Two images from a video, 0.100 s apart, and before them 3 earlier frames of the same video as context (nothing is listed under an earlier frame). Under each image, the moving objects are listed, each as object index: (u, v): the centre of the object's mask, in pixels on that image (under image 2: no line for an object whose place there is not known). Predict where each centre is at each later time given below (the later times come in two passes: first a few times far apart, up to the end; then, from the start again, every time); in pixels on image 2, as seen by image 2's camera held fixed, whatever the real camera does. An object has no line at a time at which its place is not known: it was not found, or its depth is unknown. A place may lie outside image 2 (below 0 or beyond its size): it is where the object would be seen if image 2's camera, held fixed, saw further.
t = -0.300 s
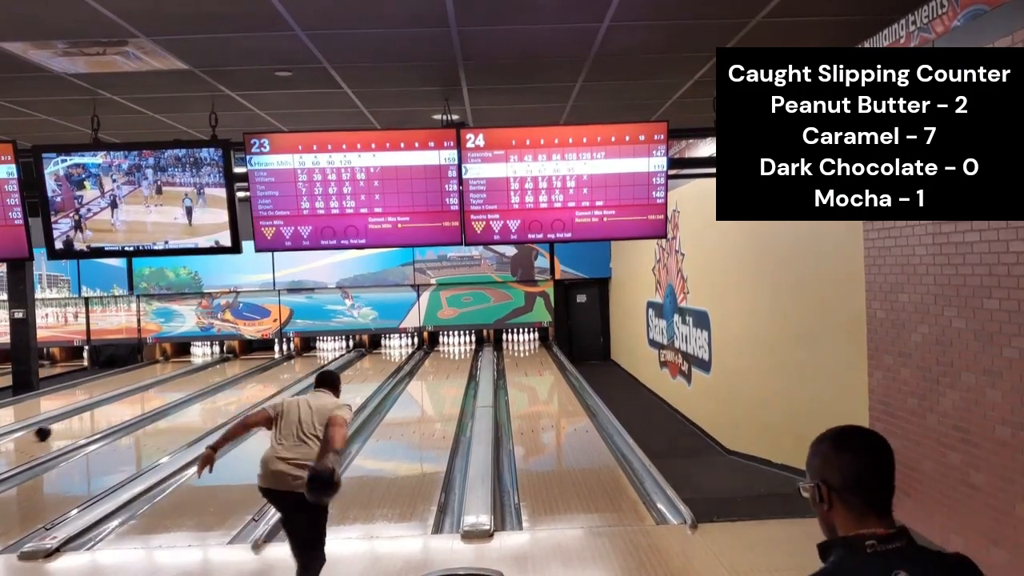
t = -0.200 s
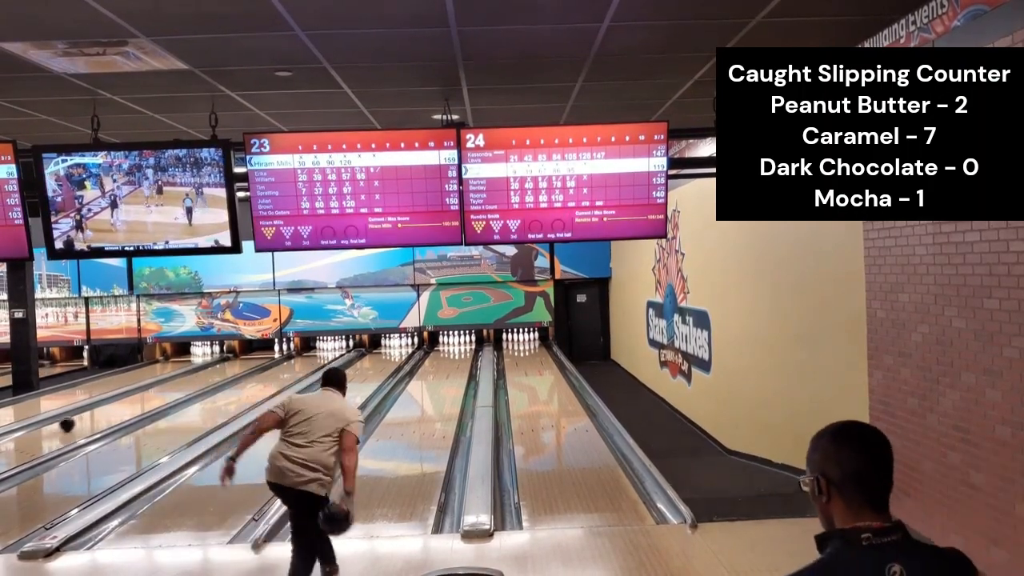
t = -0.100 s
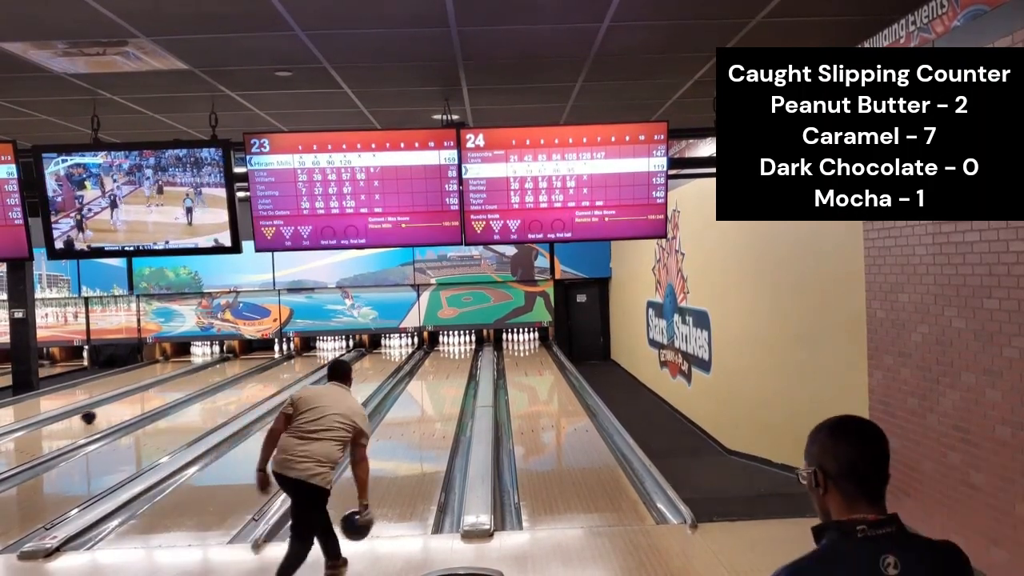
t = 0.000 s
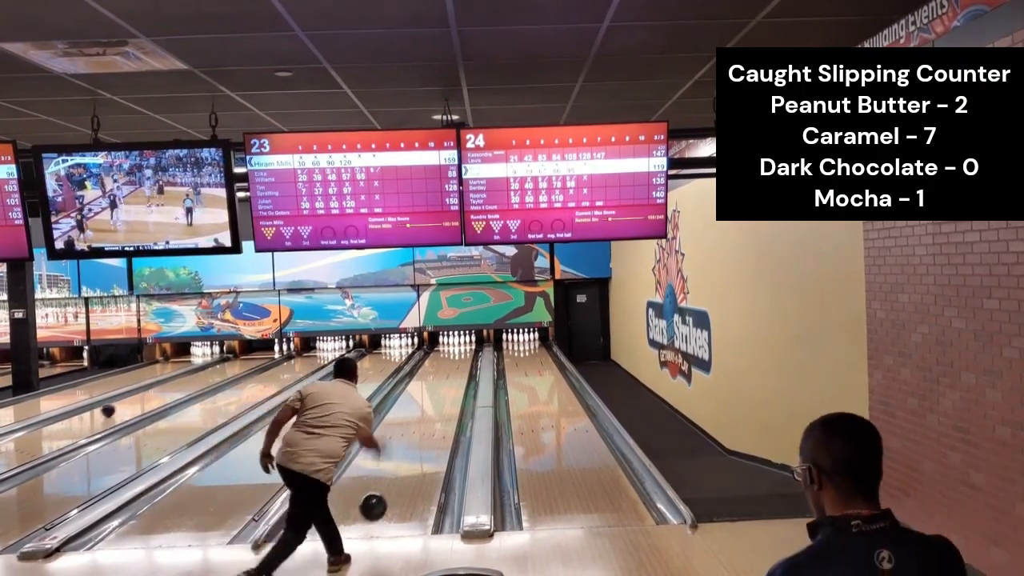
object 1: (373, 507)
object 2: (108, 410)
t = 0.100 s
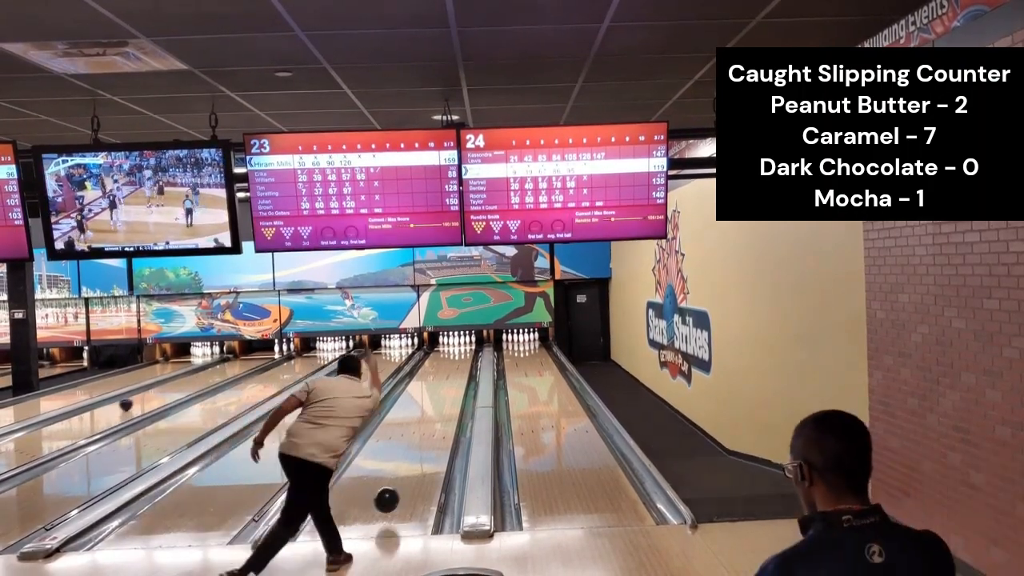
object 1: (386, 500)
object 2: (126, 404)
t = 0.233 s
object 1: (400, 476)
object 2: (147, 396)
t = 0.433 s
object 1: (416, 450)
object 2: (174, 387)
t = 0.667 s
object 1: (430, 424)
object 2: (202, 377)
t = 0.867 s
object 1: (438, 407)
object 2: (222, 370)
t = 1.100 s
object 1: (445, 391)
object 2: (241, 363)
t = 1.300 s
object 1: (450, 380)
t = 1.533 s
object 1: (454, 370)
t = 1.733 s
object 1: (457, 363)
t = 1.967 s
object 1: (459, 355)
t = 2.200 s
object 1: (461, 349)
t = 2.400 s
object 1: (461, 345)
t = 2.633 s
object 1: (461, 342)
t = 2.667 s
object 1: (462, 341)
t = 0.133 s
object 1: (390, 500)
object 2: (131, 401)
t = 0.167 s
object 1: (394, 491)
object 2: (137, 400)
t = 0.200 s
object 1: (397, 483)
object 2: (142, 398)
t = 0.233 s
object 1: (400, 476)
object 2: (147, 396)
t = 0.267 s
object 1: (404, 471)
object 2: (152, 394)
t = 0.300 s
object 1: (406, 468)
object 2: (157, 392)
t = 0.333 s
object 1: (409, 464)
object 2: (162, 391)
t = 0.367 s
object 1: (412, 459)
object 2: (166, 390)
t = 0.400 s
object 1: (414, 454)
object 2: (171, 388)
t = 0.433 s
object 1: (416, 450)
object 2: (174, 387)
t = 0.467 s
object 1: (419, 446)
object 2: (179, 385)
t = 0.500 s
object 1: (420, 442)
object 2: (183, 384)
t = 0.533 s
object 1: (422, 438)
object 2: (187, 382)
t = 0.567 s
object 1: (424, 434)
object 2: (191, 381)
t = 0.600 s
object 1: (426, 431)
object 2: (195, 380)
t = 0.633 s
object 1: (428, 427)
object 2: (199, 378)
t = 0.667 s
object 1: (430, 424)
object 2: (202, 377)
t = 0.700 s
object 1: (431, 420)
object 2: (206, 376)
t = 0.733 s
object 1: (433, 417)
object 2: (209, 375)
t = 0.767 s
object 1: (434, 415)
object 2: (212, 374)
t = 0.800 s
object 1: (435, 412)
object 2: (216, 372)
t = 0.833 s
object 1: (436, 409)
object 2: (219, 371)
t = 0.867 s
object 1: (438, 407)
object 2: (222, 370)
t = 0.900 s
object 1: (439, 404)
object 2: (225, 369)
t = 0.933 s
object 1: (440, 402)
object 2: (228, 368)
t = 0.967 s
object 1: (441, 399)
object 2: (230, 367)
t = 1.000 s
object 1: (442, 397)
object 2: (233, 366)
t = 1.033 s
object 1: (443, 395)
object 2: (236, 364)
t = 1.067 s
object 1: (444, 393)
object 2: (238, 364)
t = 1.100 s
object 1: (445, 391)
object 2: (241, 363)
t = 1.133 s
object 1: (446, 389)
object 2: (243, 362)
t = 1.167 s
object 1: (447, 387)
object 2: (246, 361)
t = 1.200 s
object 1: (448, 385)
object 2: (247, 361)
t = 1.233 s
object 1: (448, 383)
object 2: (250, 360)
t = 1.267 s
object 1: (449, 382)
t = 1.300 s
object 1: (450, 380)
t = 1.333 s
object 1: (451, 378)
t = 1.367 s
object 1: (451, 377)
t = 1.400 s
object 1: (452, 375)
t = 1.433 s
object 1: (453, 374)
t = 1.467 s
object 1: (453, 372)
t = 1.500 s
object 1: (454, 371)
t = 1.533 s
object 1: (454, 370)
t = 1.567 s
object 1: (455, 369)
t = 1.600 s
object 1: (456, 367)
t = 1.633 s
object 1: (456, 366)
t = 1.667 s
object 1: (456, 365)
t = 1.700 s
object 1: (457, 364)
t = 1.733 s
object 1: (457, 363)
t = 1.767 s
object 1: (458, 362)
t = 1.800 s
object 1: (458, 361)
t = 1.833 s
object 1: (458, 359)
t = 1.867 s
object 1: (458, 358)
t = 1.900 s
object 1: (459, 357)
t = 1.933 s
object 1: (459, 357)
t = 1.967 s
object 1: (459, 355)
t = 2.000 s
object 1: (460, 354)
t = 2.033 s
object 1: (460, 353)
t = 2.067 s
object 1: (460, 352)
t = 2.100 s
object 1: (460, 352)
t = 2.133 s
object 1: (460, 351)
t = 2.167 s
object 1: (460, 350)
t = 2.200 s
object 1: (461, 349)
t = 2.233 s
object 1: (461, 348)
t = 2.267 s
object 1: (461, 348)
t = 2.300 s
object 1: (461, 347)
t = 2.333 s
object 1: (461, 346)
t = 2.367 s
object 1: (461, 346)
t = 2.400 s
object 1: (461, 345)
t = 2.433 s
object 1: (461, 345)
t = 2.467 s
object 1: (461, 344)
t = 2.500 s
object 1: (461, 343)
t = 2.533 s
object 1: (461, 342)
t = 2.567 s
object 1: (460, 342)
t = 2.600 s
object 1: (461, 342)
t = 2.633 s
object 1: (461, 342)
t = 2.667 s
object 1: (462, 341)
